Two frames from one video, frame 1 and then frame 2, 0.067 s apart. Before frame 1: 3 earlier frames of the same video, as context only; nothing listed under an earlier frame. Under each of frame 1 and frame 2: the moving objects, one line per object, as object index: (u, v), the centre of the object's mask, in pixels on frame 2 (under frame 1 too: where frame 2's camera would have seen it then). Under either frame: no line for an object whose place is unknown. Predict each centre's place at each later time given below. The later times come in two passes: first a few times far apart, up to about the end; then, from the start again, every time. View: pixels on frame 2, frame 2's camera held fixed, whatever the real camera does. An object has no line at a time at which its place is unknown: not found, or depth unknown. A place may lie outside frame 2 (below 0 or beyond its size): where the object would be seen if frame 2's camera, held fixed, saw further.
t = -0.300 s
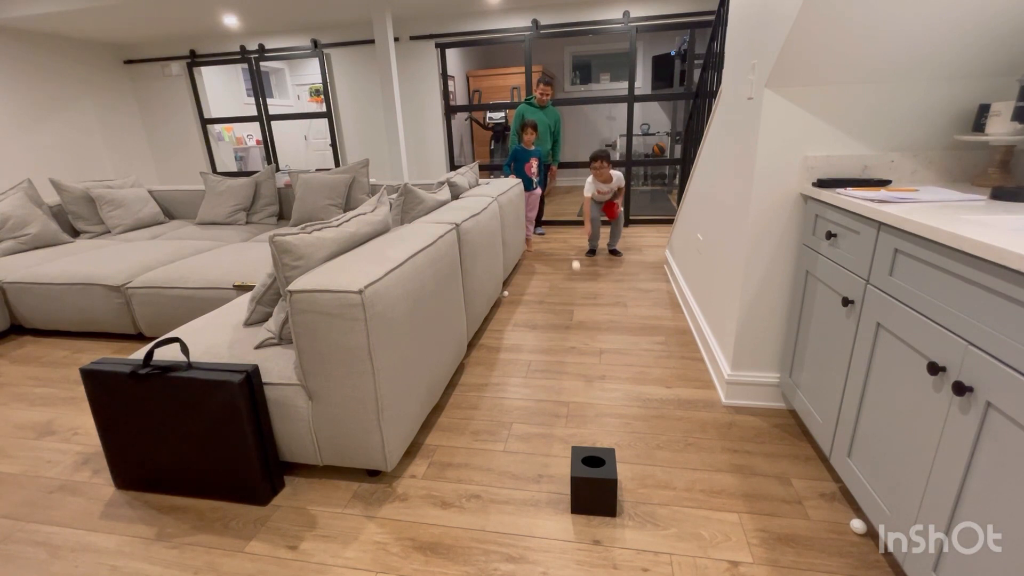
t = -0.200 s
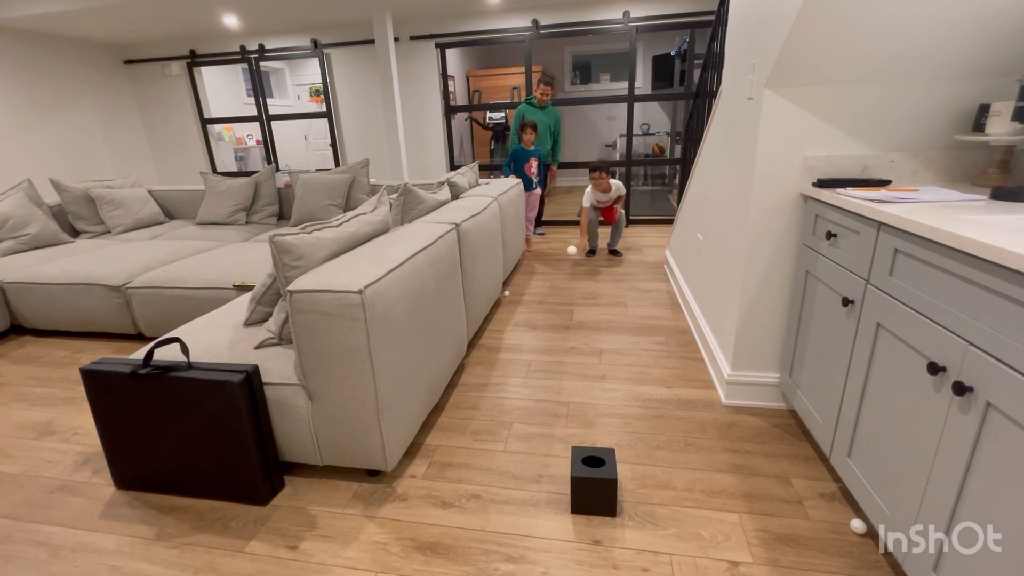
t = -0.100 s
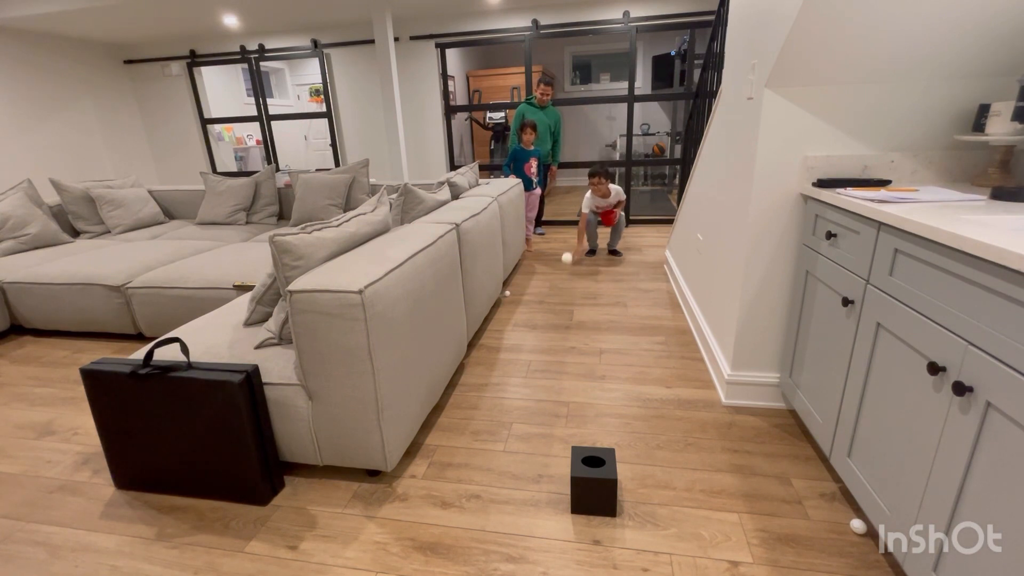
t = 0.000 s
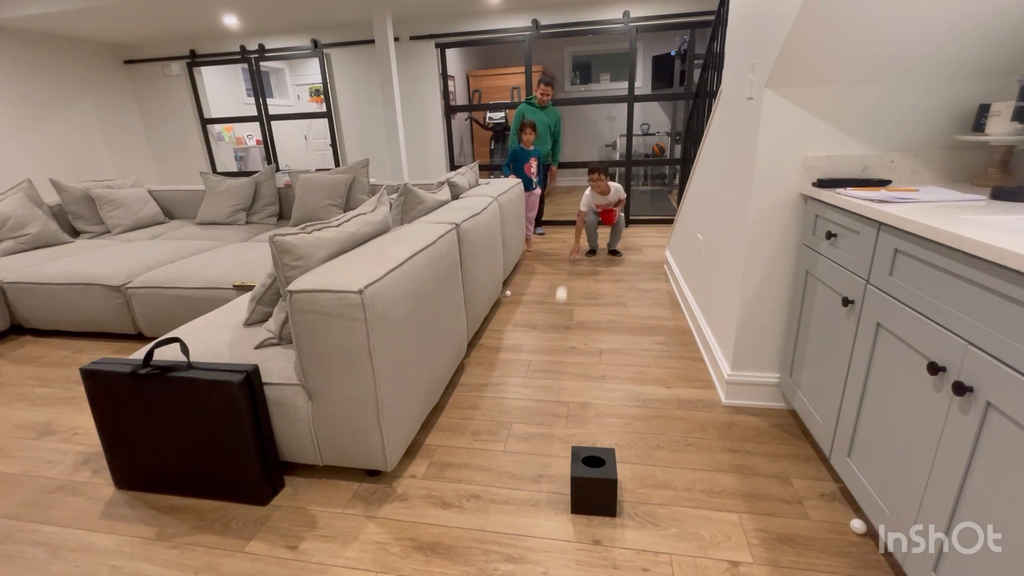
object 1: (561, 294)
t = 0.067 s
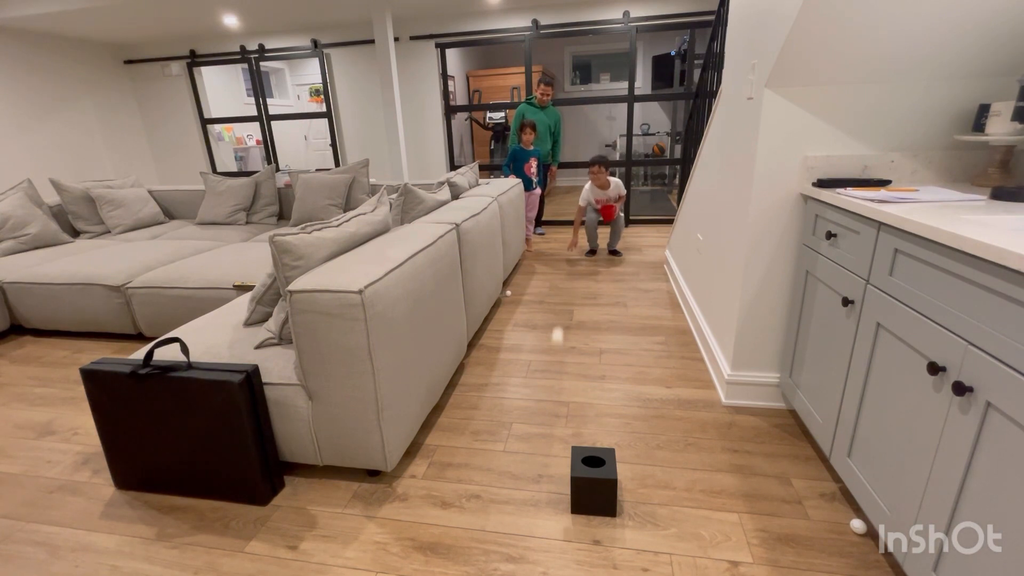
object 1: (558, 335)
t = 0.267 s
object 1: (545, 507)
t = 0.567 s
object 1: (497, 562)
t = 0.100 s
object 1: (555, 362)
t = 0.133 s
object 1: (553, 392)
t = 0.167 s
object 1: (552, 426)
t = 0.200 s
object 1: (550, 463)
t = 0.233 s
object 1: (548, 502)
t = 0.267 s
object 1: (545, 507)
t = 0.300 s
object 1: (542, 498)
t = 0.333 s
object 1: (537, 491)
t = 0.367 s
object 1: (533, 487)
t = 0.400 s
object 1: (528, 486)
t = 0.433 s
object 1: (523, 492)
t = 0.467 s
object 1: (517, 500)
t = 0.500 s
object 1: (510, 515)
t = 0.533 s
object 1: (504, 537)
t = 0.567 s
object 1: (497, 562)
